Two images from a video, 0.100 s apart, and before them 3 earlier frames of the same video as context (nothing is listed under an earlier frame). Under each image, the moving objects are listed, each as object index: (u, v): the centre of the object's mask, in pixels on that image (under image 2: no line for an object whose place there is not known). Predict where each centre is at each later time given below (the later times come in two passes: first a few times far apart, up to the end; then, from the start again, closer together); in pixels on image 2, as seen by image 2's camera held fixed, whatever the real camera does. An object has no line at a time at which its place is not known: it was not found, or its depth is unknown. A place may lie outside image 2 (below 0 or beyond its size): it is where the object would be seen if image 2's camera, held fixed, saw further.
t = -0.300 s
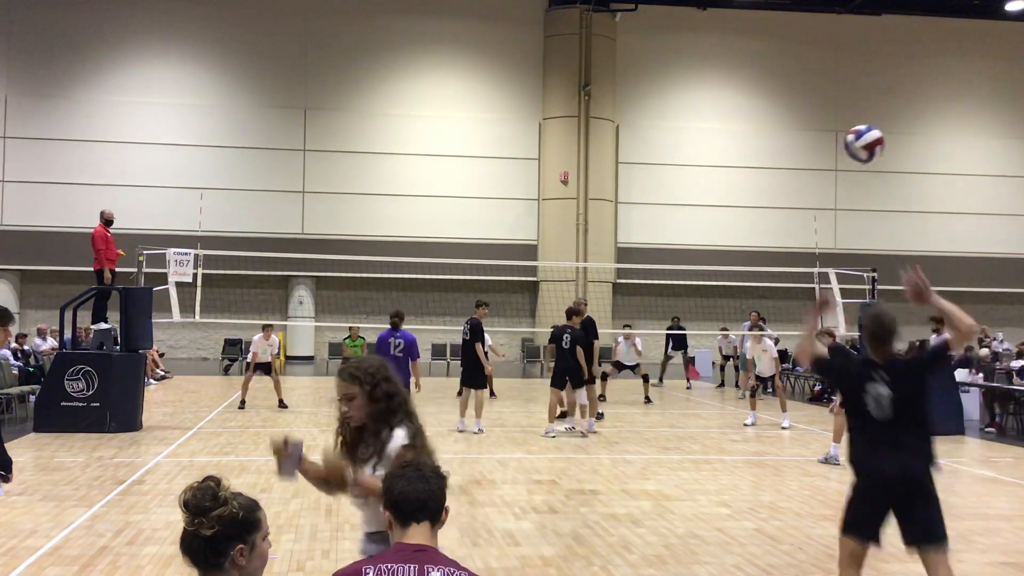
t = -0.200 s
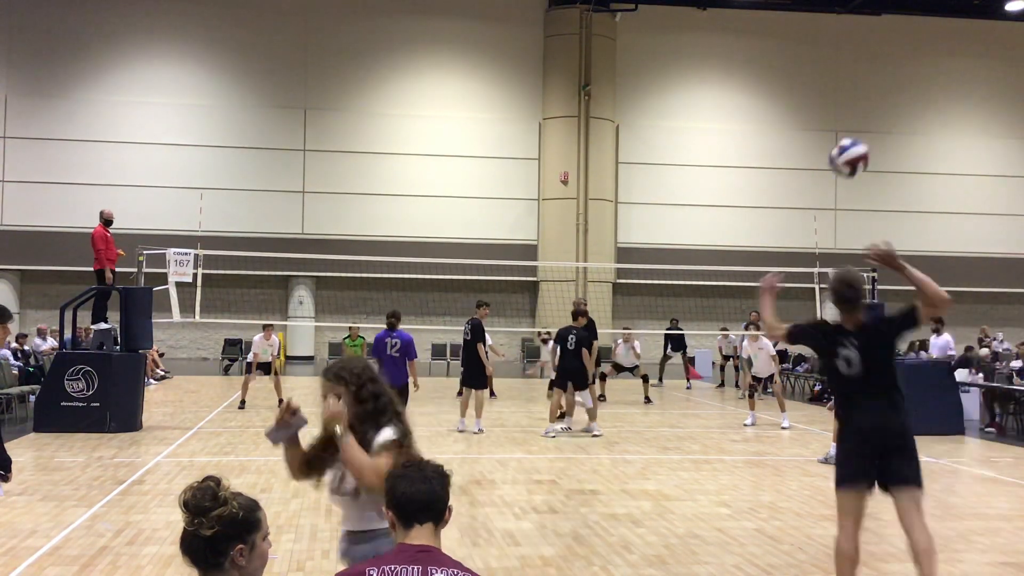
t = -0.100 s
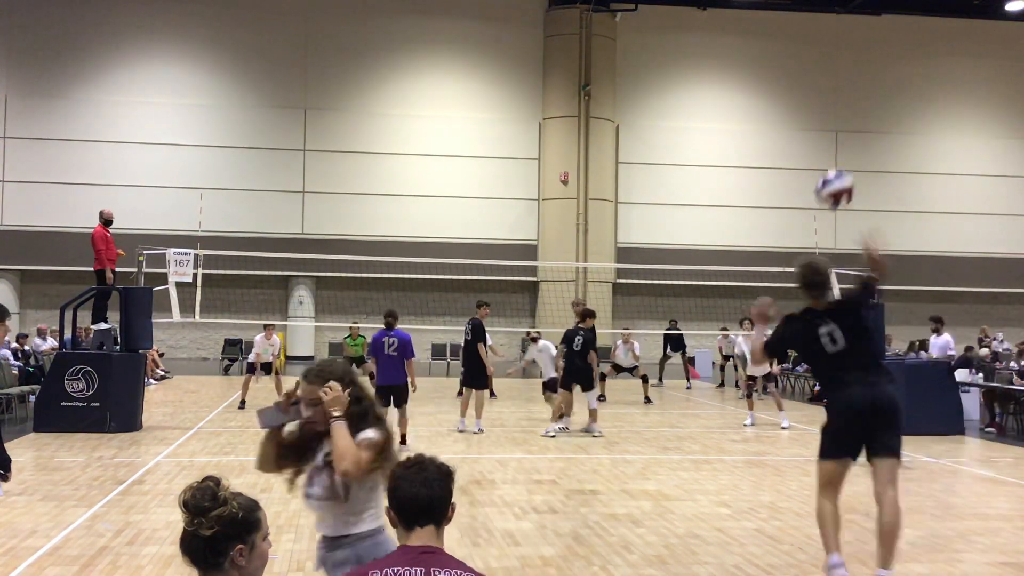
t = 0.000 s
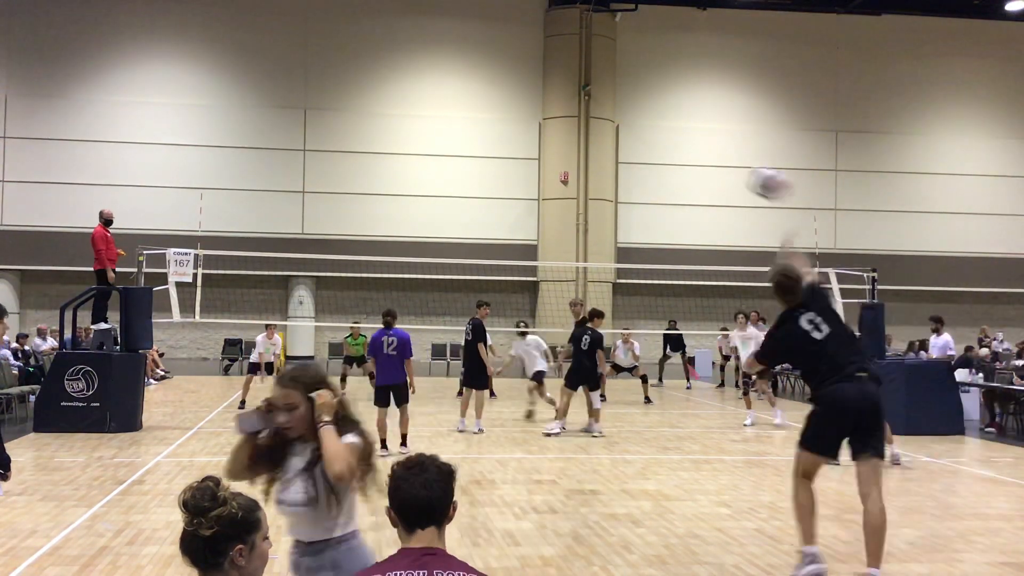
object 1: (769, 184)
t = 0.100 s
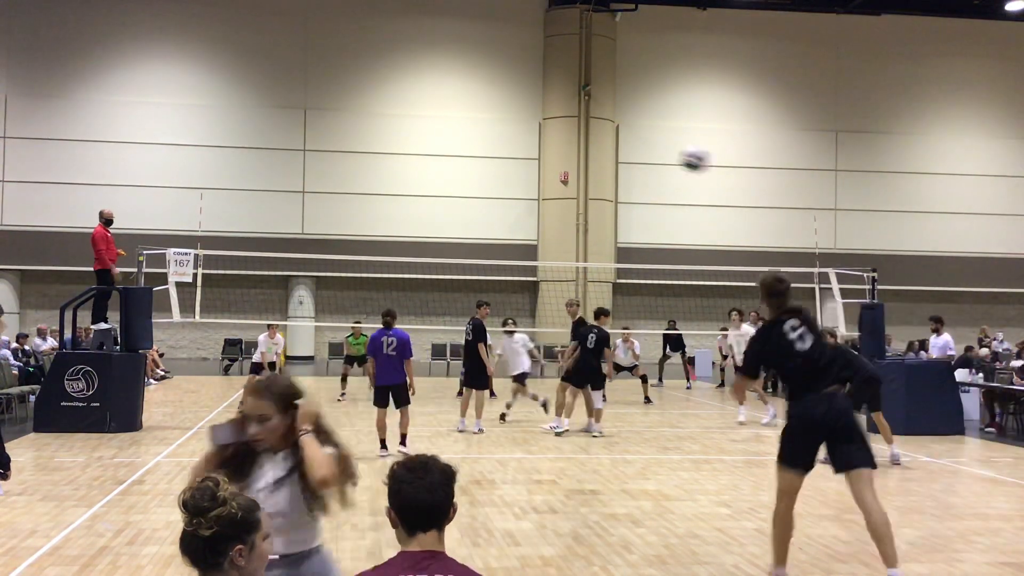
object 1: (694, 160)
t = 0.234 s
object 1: (630, 150)
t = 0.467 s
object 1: (566, 174)
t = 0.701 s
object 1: (532, 221)
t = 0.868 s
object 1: (517, 265)
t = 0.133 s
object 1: (674, 154)
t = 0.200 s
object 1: (644, 150)
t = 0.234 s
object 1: (630, 150)
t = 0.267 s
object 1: (618, 151)
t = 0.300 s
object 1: (607, 152)
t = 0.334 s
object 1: (598, 154)
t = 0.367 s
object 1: (589, 157)
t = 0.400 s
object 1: (581, 161)
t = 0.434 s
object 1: (573, 166)
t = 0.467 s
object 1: (566, 174)
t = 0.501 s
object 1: (561, 179)
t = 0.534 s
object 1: (555, 185)
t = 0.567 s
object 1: (548, 192)
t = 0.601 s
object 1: (544, 200)
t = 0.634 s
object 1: (540, 207)
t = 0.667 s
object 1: (535, 214)
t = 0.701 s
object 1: (532, 221)
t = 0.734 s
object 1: (529, 230)
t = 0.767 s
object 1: (526, 238)
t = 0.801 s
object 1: (522, 247)
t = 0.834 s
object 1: (520, 254)
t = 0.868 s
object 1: (517, 265)
